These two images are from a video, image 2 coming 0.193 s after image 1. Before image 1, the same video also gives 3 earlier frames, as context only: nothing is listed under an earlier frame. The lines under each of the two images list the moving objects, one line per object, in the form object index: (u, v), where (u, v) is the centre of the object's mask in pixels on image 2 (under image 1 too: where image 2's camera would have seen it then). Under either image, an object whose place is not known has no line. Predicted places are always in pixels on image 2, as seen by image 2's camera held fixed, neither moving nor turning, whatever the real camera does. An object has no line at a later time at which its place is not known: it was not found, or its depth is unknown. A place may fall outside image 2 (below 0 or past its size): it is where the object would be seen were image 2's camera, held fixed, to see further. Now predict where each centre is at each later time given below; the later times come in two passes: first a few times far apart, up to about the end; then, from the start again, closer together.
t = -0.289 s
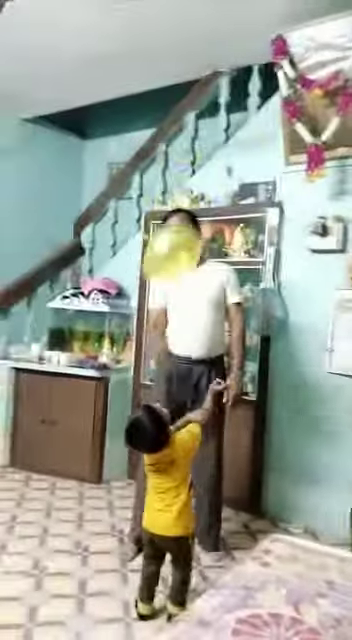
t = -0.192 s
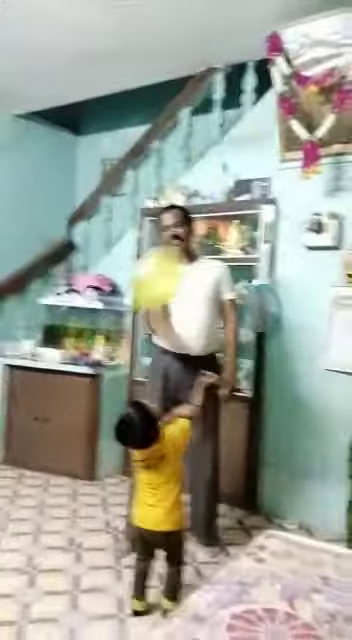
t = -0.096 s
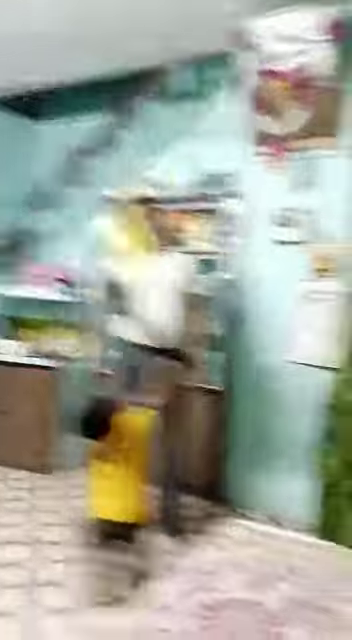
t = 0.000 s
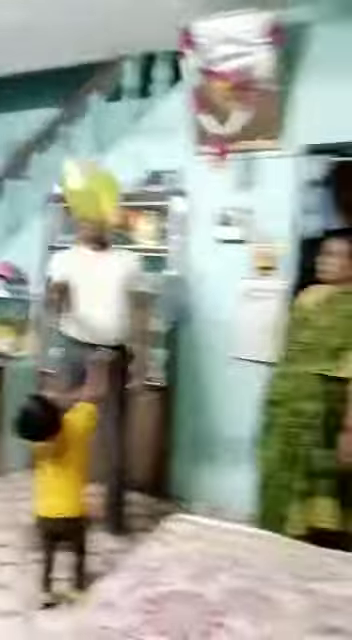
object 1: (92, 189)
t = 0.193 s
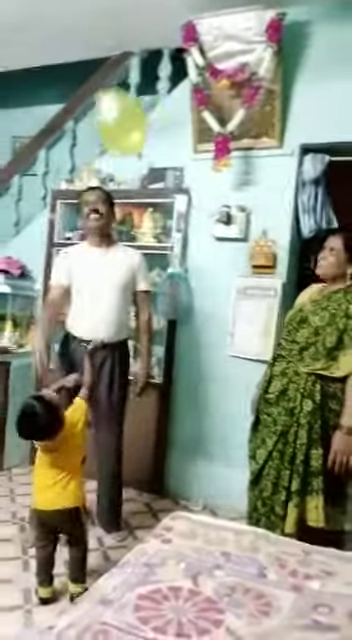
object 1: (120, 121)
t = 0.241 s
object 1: (125, 113)
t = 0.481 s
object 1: (147, 96)
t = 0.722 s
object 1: (152, 100)
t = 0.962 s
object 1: (156, 133)
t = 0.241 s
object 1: (125, 113)
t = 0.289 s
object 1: (130, 107)
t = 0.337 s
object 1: (135, 102)
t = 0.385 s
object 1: (140, 99)
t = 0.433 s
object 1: (144, 97)
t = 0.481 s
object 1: (147, 96)
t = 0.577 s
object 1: (149, 94)
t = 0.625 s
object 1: (150, 94)
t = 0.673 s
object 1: (151, 96)
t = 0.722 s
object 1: (152, 100)
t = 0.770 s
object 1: (153, 104)
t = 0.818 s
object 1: (154, 110)
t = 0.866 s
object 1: (155, 116)
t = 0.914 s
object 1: (155, 123)
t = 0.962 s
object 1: (156, 133)
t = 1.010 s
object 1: (155, 141)
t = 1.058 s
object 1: (155, 152)
